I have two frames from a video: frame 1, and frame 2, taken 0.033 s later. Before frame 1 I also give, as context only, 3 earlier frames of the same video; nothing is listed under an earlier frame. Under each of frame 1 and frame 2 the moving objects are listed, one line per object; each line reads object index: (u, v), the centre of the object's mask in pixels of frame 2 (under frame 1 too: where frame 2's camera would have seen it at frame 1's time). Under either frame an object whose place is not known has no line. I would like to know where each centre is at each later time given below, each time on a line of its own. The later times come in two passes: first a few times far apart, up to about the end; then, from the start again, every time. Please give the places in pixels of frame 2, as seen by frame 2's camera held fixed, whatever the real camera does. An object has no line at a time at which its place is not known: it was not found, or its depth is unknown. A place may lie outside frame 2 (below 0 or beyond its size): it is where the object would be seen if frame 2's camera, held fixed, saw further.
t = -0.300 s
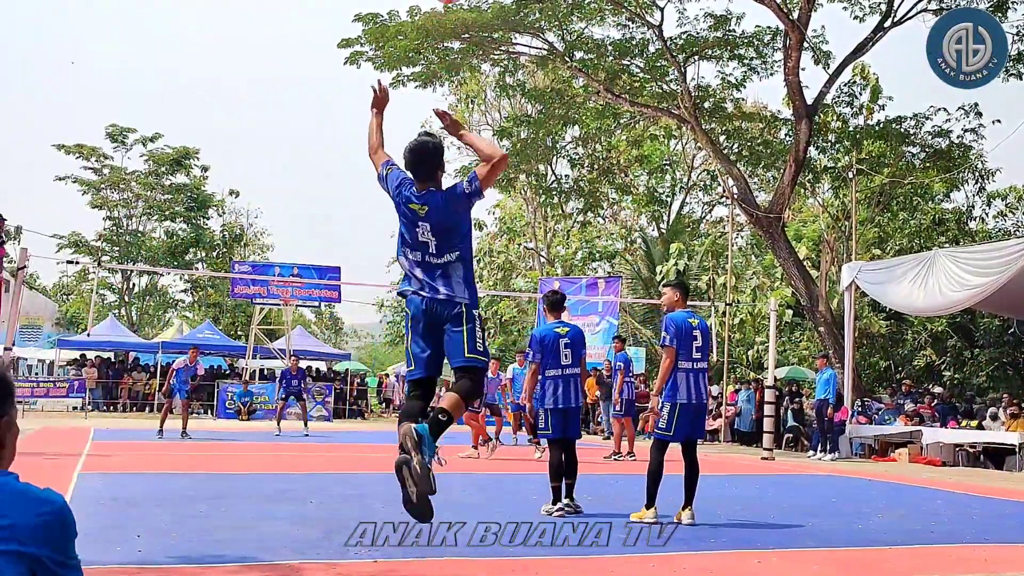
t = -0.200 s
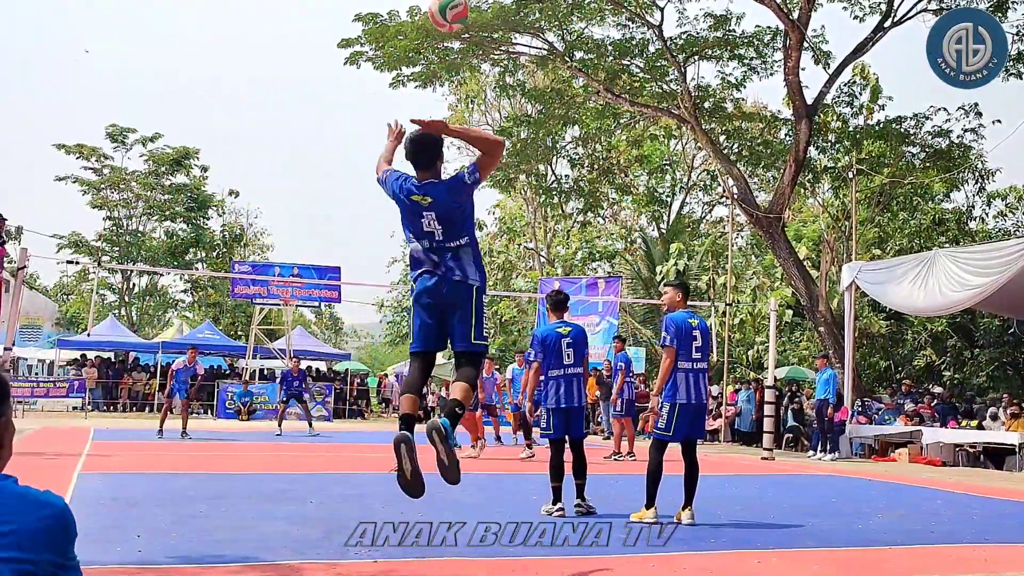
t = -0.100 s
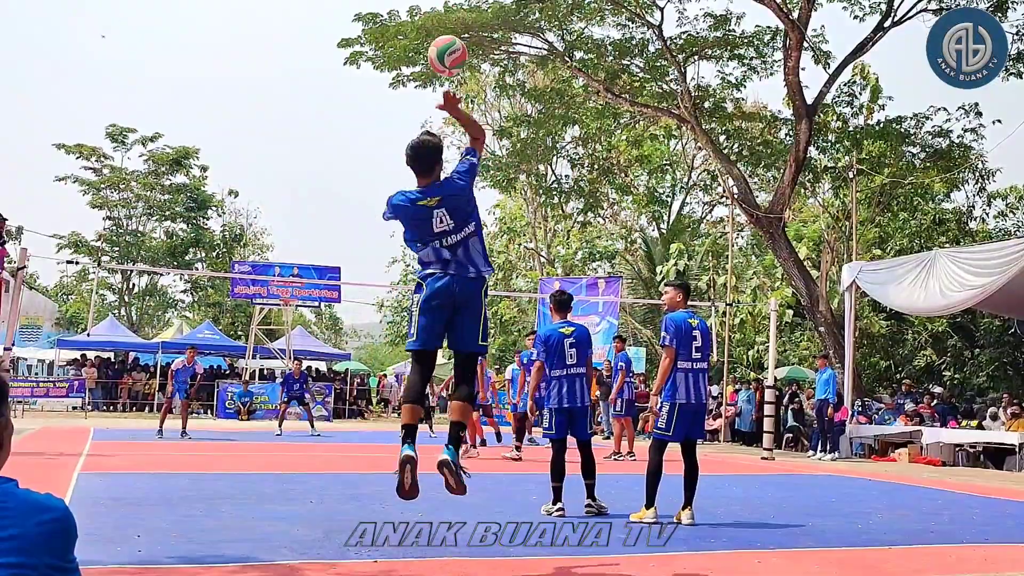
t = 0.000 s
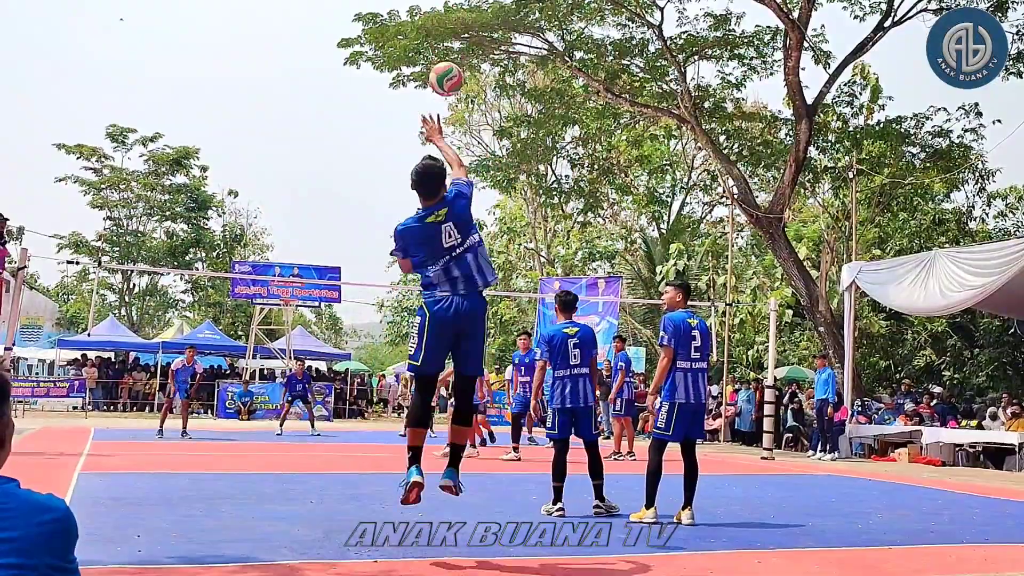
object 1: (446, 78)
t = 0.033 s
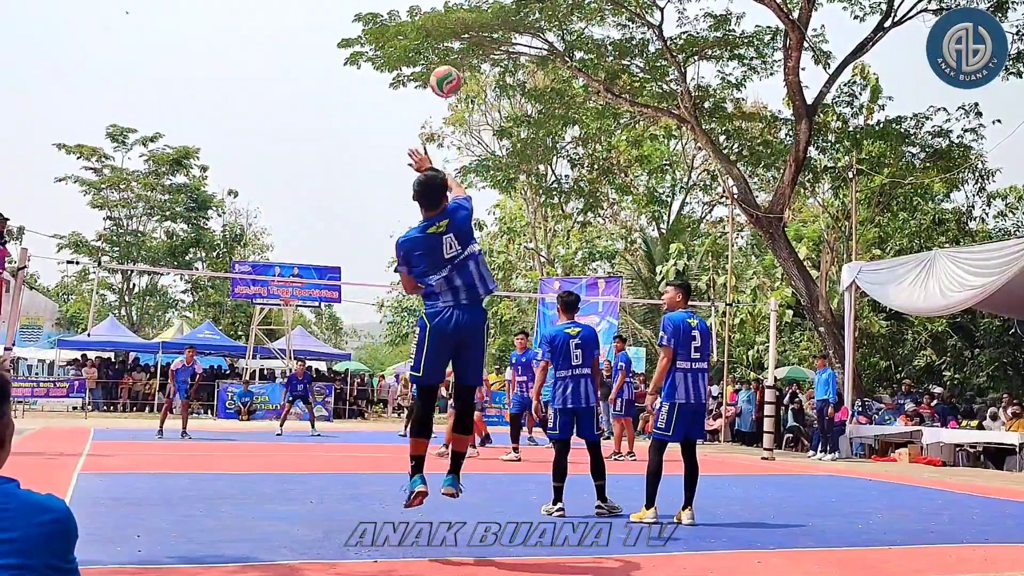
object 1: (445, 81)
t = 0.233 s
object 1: (435, 113)
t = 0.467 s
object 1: (414, 172)
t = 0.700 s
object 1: (396, 236)
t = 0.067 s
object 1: (444, 85)
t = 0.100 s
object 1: (443, 89)
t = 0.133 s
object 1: (441, 93)
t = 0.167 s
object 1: (440, 100)
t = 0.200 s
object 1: (437, 107)
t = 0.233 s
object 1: (435, 113)
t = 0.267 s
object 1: (432, 121)
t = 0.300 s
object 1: (429, 130)
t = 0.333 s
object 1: (426, 137)
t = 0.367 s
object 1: (423, 145)
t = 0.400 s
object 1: (420, 154)
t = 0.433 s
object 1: (417, 163)
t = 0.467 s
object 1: (414, 172)
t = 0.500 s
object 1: (411, 181)
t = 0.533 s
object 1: (408, 190)
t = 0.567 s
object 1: (406, 199)
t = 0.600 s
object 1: (403, 208)
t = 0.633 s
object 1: (401, 217)
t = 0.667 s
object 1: (399, 226)
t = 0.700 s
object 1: (396, 236)
